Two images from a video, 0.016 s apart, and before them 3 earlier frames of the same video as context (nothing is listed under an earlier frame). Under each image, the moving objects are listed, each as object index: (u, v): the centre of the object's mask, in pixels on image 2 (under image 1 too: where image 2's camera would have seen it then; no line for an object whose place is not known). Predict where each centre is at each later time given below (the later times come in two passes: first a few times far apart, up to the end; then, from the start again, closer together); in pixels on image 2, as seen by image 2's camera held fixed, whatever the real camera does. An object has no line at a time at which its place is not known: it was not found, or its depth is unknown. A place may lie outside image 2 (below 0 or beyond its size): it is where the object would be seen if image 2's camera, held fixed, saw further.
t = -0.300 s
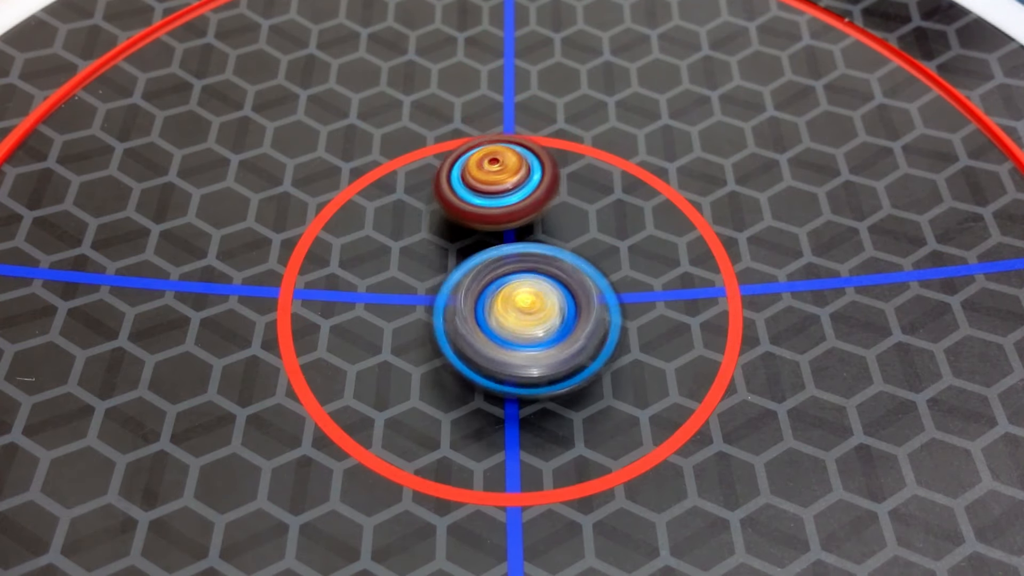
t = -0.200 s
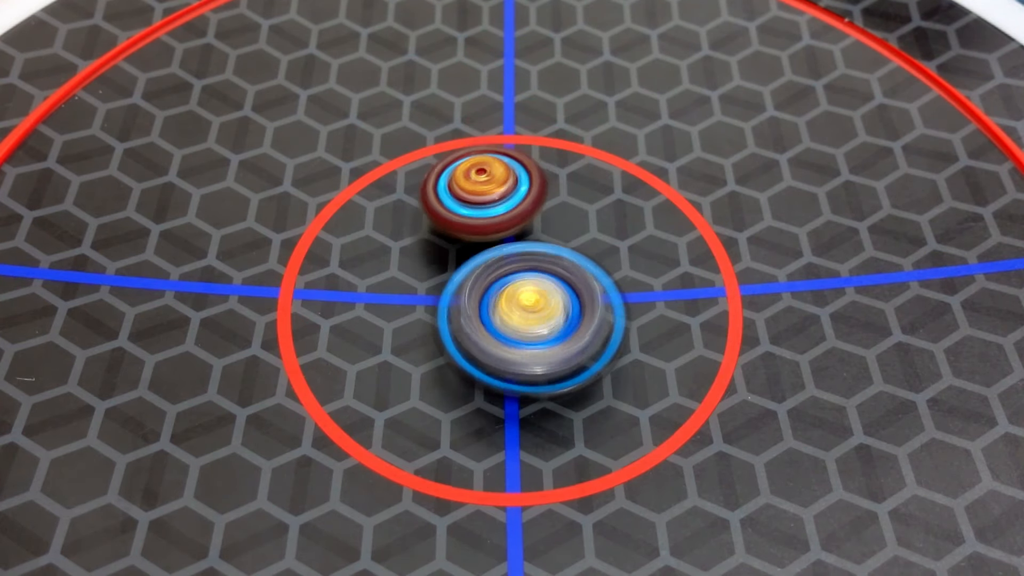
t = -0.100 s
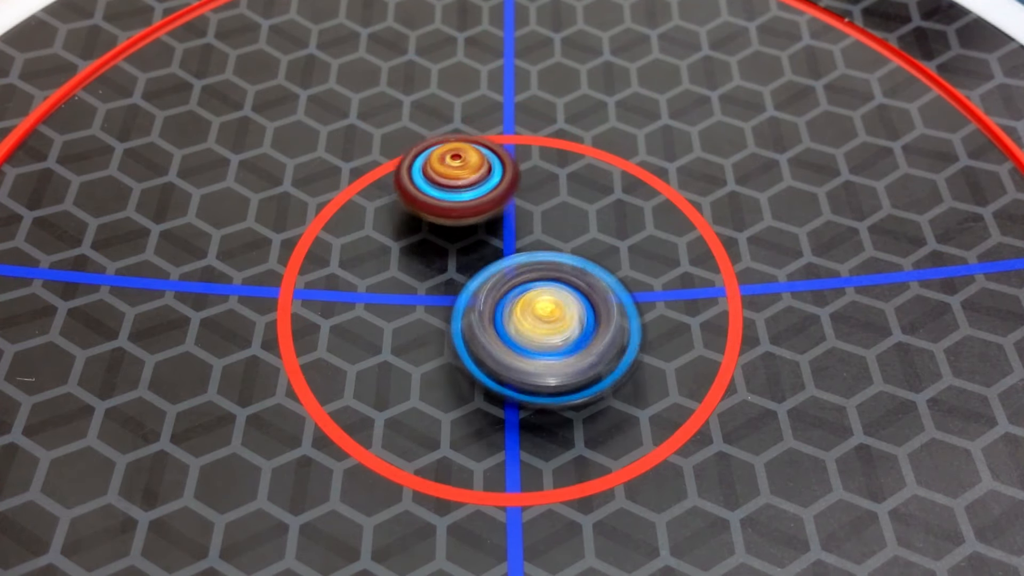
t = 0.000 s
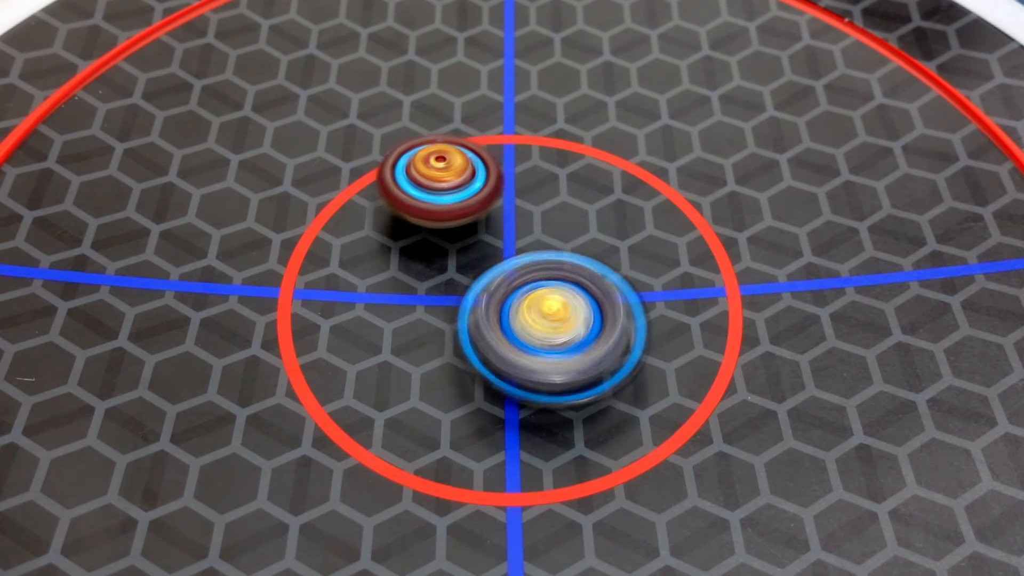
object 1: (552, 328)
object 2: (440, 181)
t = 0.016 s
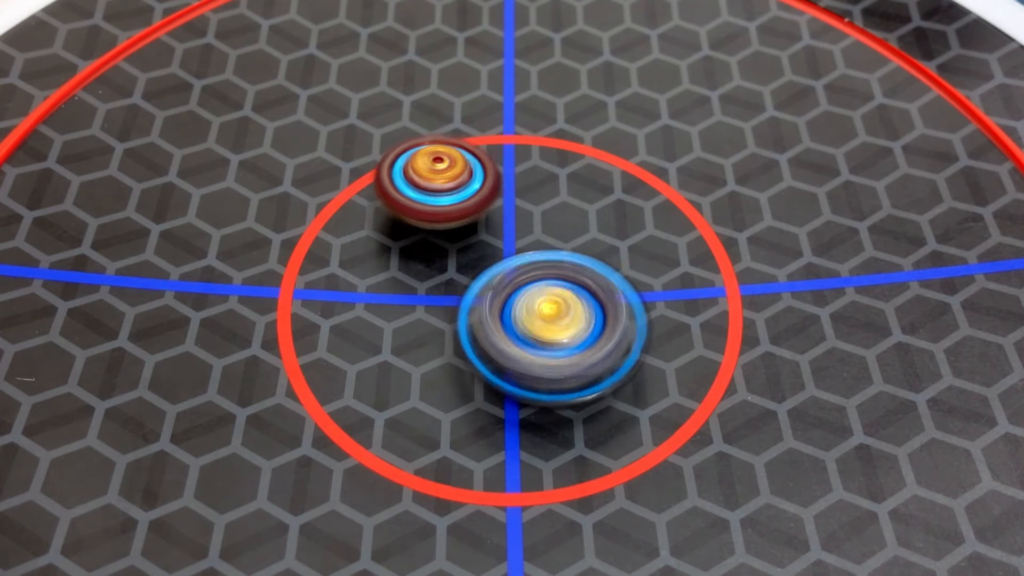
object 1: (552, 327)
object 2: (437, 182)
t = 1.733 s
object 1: (562, 305)
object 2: (451, 178)
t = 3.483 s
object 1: (564, 284)
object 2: (431, 195)
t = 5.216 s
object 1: (560, 283)
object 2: (383, 266)
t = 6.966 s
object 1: (580, 286)
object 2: (386, 269)
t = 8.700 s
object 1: (556, 258)
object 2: (408, 325)
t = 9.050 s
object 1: (590, 259)
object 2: (400, 309)
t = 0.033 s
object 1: (552, 326)
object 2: (436, 183)
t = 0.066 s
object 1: (552, 324)
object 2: (433, 184)
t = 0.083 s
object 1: (551, 323)
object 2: (431, 186)
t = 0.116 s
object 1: (551, 320)
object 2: (429, 187)
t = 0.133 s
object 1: (550, 319)
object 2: (429, 188)
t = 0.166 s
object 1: (549, 317)
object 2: (427, 190)
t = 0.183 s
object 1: (548, 316)
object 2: (427, 190)
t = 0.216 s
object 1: (547, 313)
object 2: (426, 192)
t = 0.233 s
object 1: (547, 312)
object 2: (426, 192)
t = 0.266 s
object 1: (546, 309)
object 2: (426, 192)
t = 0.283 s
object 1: (545, 308)
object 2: (426, 193)
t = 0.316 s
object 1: (544, 306)
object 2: (426, 193)
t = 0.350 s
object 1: (543, 304)
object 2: (426, 194)
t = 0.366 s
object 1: (543, 303)
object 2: (427, 194)
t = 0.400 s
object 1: (541, 301)
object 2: (428, 194)
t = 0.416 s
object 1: (541, 299)
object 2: (428, 194)
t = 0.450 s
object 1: (539, 298)
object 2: (430, 194)
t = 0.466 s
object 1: (540, 297)
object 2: (431, 194)
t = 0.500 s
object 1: (538, 295)
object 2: (432, 194)
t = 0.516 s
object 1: (539, 294)
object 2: (433, 194)
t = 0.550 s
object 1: (539, 293)
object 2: (431, 192)
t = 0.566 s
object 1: (542, 294)
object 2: (428, 189)
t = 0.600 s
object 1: (546, 294)
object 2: (421, 185)
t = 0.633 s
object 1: (548, 294)
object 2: (418, 183)
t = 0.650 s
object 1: (549, 293)
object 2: (417, 183)
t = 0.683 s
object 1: (550, 293)
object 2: (417, 182)
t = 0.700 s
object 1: (551, 292)
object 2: (417, 181)
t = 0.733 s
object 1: (552, 290)
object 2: (417, 181)
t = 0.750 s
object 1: (552, 288)
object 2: (417, 181)
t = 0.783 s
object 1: (552, 287)
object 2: (419, 181)
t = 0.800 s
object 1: (551, 286)
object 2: (420, 181)
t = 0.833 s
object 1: (550, 284)
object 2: (422, 181)
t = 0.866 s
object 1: (548, 282)
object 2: (425, 182)
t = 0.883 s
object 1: (548, 282)
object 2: (427, 182)
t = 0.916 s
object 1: (545, 279)
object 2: (430, 183)
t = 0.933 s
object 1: (545, 279)
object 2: (432, 183)
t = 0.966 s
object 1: (549, 280)
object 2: (429, 179)
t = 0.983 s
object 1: (552, 283)
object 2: (425, 176)
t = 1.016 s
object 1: (557, 285)
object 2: (420, 170)
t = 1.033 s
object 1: (558, 287)
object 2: (420, 169)
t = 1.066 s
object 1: (562, 287)
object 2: (419, 168)
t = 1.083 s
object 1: (562, 288)
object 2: (420, 168)
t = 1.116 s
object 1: (563, 288)
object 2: (421, 168)
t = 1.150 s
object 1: (563, 288)
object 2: (424, 170)
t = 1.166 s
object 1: (563, 287)
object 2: (425, 170)
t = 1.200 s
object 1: (562, 287)
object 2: (428, 171)
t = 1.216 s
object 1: (562, 285)
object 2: (431, 172)
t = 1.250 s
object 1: (560, 285)
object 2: (433, 173)
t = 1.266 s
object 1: (560, 284)
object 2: (434, 175)
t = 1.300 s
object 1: (557, 283)
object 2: (438, 177)
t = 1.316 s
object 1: (557, 283)
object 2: (440, 177)
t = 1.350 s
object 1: (554, 283)
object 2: (442, 176)
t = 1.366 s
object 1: (555, 285)
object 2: (442, 176)
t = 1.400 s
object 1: (555, 287)
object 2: (444, 174)
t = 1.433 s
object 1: (554, 289)
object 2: (447, 173)
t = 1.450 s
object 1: (554, 288)
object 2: (448, 174)
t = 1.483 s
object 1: (555, 291)
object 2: (450, 174)
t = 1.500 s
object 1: (556, 292)
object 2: (450, 173)
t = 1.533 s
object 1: (558, 295)
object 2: (450, 171)
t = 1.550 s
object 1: (559, 296)
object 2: (450, 172)
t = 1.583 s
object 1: (559, 298)
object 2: (451, 173)
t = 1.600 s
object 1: (560, 298)
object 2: (451, 174)
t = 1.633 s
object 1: (559, 299)
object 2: (453, 177)
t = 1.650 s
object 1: (559, 299)
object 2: (455, 178)
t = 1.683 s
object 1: (557, 299)
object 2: (457, 182)
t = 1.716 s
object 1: (561, 302)
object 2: (453, 180)
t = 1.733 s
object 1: (562, 305)
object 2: (451, 178)
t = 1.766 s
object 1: (566, 308)
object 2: (447, 176)
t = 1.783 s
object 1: (566, 309)
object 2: (447, 177)
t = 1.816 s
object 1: (568, 311)
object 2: (447, 178)
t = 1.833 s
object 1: (568, 311)
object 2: (447, 179)
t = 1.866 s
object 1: (568, 312)
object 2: (447, 180)
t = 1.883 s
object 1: (568, 311)
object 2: (448, 181)
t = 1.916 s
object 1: (568, 311)
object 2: (448, 182)
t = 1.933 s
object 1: (567, 310)
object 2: (448, 183)
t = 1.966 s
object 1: (565, 310)
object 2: (449, 185)
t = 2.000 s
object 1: (562, 308)
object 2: (449, 187)
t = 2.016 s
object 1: (561, 308)
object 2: (449, 189)
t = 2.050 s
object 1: (558, 306)
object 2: (450, 191)
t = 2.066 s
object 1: (557, 307)
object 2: (450, 192)
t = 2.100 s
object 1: (555, 305)
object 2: (450, 194)
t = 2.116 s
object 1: (553, 305)
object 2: (451, 195)
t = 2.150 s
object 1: (552, 304)
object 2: (450, 197)
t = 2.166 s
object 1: (552, 305)
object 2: (448, 197)
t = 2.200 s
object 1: (553, 307)
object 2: (446, 196)
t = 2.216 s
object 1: (553, 307)
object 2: (445, 195)
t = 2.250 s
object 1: (554, 309)
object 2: (444, 197)
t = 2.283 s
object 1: (554, 309)
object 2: (443, 198)
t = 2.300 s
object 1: (554, 309)
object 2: (443, 199)
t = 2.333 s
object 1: (554, 308)
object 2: (443, 200)
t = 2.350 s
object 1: (554, 308)
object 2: (442, 201)
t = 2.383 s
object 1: (554, 306)
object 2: (442, 202)
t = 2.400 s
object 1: (552, 306)
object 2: (441, 203)
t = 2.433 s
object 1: (551, 304)
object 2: (441, 205)
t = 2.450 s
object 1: (550, 304)
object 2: (441, 205)
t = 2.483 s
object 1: (551, 304)
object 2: (440, 205)
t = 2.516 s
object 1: (550, 305)
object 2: (439, 206)
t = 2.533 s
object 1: (551, 304)
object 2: (439, 207)
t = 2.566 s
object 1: (554, 307)
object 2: (435, 205)
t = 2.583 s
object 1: (557, 309)
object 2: (432, 204)
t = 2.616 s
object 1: (560, 309)
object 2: (430, 203)
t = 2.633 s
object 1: (560, 310)
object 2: (429, 202)
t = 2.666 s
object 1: (563, 308)
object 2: (427, 202)
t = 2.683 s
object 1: (563, 308)
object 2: (428, 202)
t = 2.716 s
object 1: (564, 307)
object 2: (426, 201)
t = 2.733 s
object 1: (564, 305)
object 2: (426, 202)
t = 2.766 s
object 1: (564, 304)
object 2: (426, 202)
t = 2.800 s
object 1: (562, 302)
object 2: (426, 202)
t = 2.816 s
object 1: (562, 301)
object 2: (426, 202)
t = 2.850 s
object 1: (559, 299)
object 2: (427, 202)
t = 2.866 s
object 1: (559, 299)
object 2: (427, 202)
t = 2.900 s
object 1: (558, 296)
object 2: (428, 202)
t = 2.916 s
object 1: (556, 296)
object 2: (429, 203)
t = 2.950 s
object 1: (555, 294)
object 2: (430, 203)
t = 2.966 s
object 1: (554, 293)
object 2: (431, 203)
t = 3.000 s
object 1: (553, 292)
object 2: (433, 203)
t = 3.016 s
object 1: (552, 292)
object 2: (432, 203)
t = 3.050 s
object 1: (555, 293)
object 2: (430, 201)
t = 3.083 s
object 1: (555, 294)
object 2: (429, 200)
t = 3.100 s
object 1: (557, 295)
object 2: (429, 200)
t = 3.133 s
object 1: (557, 294)
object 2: (429, 199)
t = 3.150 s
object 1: (557, 295)
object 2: (430, 199)
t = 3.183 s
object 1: (558, 293)
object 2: (430, 199)
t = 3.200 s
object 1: (557, 293)
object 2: (431, 199)
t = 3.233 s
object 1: (558, 291)
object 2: (432, 198)
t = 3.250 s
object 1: (558, 291)
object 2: (432, 198)
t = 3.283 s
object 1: (559, 290)
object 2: (433, 197)
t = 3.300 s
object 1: (559, 289)
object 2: (433, 197)
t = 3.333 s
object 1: (560, 288)
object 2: (434, 197)
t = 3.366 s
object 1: (560, 287)
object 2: (433, 196)
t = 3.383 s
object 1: (562, 288)
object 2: (433, 196)
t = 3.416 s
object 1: (563, 285)
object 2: (432, 196)
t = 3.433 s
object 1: (562, 286)
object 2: (432, 196)
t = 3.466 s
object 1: (563, 285)
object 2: (432, 197)
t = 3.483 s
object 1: (564, 284)
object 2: (431, 195)
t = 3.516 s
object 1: (566, 284)
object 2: (429, 194)
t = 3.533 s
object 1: (567, 283)
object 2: (429, 194)
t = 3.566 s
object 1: (567, 284)
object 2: (429, 193)
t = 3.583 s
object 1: (567, 283)
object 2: (430, 193)
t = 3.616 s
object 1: (565, 282)
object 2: (431, 193)
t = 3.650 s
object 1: (565, 282)
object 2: (432, 192)
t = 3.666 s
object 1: (564, 282)
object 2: (432, 191)
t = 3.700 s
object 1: (563, 283)
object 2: (433, 192)
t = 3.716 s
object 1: (562, 282)
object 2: (434, 192)
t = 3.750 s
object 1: (561, 283)
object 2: (435, 192)
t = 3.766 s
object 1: (561, 283)
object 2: (434, 192)
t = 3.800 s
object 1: (571, 288)
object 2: (424, 187)
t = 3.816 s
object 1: (578, 291)
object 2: (413, 181)
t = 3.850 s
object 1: (590, 297)
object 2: (396, 172)
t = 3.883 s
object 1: (600, 301)
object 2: (387, 166)
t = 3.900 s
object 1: (603, 302)
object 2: (382, 164)
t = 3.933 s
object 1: (609, 305)
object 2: (379, 162)
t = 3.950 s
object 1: (610, 306)
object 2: (378, 162)
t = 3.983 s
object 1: (611, 308)
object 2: (378, 162)
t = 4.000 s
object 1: (612, 308)
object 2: (379, 162)
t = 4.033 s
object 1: (611, 309)
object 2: (379, 163)
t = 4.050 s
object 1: (611, 309)
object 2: (380, 163)
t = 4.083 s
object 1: (610, 309)
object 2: (381, 163)
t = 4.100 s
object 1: (608, 309)
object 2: (381, 164)
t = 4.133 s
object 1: (606, 309)
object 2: (383, 165)
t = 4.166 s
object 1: (603, 309)
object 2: (386, 166)
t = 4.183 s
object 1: (603, 309)
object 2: (386, 167)
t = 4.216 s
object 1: (599, 308)
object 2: (389, 169)
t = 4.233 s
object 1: (598, 309)
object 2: (391, 169)
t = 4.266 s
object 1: (595, 308)
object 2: (392, 171)
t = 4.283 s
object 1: (593, 308)
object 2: (395, 173)
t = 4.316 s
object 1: (591, 308)
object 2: (398, 176)
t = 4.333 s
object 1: (590, 307)
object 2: (400, 177)
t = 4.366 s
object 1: (587, 308)
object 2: (403, 179)
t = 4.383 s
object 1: (586, 307)
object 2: (403, 182)
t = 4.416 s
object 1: (582, 306)
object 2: (407, 185)
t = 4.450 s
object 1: (580, 306)
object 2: (410, 189)
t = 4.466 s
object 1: (579, 306)
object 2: (411, 191)
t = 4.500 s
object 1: (578, 306)
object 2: (415, 194)
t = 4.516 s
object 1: (576, 305)
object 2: (416, 196)
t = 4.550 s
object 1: (573, 305)
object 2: (419, 201)
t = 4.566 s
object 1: (573, 304)
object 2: (421, 203)
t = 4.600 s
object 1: (570, 303)
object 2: (423, 207)
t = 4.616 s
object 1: (569, 304)
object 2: (424, 210)
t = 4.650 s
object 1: (567, 303)
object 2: (427, 214)
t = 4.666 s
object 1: (566, 303)
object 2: (427, 217)
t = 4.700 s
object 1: (564, 302)
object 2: (429, 222)
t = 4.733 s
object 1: (562, 302)
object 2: (430, 227)
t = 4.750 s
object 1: (562, 302)
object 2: (429, 229)
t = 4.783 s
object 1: (563, 301)
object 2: (427, 233)
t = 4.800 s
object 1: (563, 301)
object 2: (426, 234)
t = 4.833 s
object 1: (565, 301)
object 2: (422, 237)
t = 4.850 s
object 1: (565, 300)
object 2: (421, 239)
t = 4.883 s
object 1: (566, 301)
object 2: (419, 243)
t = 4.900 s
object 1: (565, 300)
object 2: (418, 245)
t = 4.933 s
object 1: (564, 299)
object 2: (416, 248)
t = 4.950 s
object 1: (564, 299)
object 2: (414, 250)
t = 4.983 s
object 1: (565, 297)
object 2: (409, 254)
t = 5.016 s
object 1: (568, 297)
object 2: (402, 256)
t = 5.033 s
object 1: (568, 295)
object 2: (399, 257)
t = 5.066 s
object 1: (569, 293)
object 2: (396, 260)
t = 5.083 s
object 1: (569, 292)
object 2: (395, 261)
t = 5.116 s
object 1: (568, 289)
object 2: (391, 263)
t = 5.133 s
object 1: (566, 288)
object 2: (390, 263)
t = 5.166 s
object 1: (564, 285)
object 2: (387, 264)
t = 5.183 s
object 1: (563, 284)
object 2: (385, 265)
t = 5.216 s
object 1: (560, 283)
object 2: (383, 266)
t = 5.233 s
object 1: (558, 282)
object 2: (382, 266)
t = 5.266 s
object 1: (555, 280)
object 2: (381, 267)
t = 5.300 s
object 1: (552, 279)
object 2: (379, 266)
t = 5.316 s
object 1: (550, 278)
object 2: (378, 267)
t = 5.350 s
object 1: (548, 278)
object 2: (378, 267)
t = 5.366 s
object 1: (546, 277)
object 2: (377, 266)
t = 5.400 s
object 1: (543, 277)
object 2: (377, 266)
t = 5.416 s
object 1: (542, 276)
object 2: (378, 266)
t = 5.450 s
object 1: (541, 276)
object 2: (375, 263)
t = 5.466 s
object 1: (544, 275)
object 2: (369, 263)
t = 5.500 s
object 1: (554, 277)
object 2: (351, 259)
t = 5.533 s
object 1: (562, 278)
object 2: (337, 255)
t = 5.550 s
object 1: (566, 278)
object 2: (332, 254)
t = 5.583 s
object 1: (571, 278)
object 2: (328, 251)
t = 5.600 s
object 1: (573, 279)
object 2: (326, 250)
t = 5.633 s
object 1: (576, 279)
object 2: (325, 249)
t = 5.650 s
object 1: (576, 279)
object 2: (325, 248)
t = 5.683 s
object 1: (577, 280)
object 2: (327, 246)
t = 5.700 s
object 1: (576, 280)
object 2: (328, 245)
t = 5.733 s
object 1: (575, 281)
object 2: (330, 243)
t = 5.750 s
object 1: (575, 281)
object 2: (332, 242)
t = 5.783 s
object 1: (573, 281)
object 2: (336, 240)
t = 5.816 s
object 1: (572, 282)
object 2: (342, 239)
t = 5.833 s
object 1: (570, 281)
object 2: (344, 237)
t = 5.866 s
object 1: (567, 283)
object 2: (350, 237)
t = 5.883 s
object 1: (566, 282)
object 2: (354, 235)
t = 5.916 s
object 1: (562, 282)
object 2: (360, 235)
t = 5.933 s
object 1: (561, 283)
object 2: (364, 234)
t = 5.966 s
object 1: (559, 283)
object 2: (372, 234)
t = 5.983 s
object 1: (556, 284)
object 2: (375, 234)
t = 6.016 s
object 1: (554, 285)
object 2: (384, 234)
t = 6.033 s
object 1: (553, 285)
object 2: (389, 235)
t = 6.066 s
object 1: (556, 288)
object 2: (388, 233)
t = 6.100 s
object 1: (562, 288)
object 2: (377, 229)
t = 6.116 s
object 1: (566, 289)
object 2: (372, 228)
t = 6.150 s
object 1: (572, 290)
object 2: (363, 226)
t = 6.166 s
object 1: (574, 292)
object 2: (361, 225)
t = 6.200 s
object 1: (577, 292)
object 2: (358, 225)
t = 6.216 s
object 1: (578, 291)
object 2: (359, 225)
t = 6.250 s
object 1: (579, 291)
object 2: (361, 226)
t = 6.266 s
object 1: (578, 292)
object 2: (363, 227)
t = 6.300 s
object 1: (578, 291)
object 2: (367, 229)
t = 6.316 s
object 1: (578, 290)
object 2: (370, 231)
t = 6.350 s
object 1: (576, 291)
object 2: (374, 234)
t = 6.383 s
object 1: (574, 290)
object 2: (379, 236)
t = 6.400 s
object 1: (572, 291)
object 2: (383, 238)
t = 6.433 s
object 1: (571, 291)
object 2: (388, 241)
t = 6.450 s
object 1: (569, 290)
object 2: (391, 242)
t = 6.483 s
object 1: (568, 291)
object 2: (396, 245)
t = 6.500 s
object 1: (566, 291)
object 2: (399, 247)
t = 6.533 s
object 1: (564, 292)
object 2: (404, 249)
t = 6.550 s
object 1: (563, 292)
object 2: (407, 251)
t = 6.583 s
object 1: (564, 292)
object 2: (408, 253)
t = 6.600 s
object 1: (569, 292)
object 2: (401, 254)
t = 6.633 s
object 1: (579, 292)
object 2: (389, 255)
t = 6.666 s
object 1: (585, 292)
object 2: (381, 256)
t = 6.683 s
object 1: (588, 292)
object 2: (379, 256)
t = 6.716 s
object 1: (591, 291)
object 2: (376, 259)
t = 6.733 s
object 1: (592, 290)
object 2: (376, 260)
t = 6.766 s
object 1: (592, 289)
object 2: (376, 262)
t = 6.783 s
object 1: (592, 288)
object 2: (376, 262)
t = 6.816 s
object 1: (590, 287)
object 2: (377, 265)
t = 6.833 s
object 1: (590, 288)
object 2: (378, 265)
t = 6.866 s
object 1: (588, 286)
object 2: (380, 267)
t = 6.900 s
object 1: (585, 286)
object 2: (381, 268)
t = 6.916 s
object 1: (585, 285)
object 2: (383, 269)
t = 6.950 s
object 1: (582, 285)
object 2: (384, 269)
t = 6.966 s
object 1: (580, 286)
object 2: (386, 269)
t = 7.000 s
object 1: (578, 286)
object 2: (388, 269)
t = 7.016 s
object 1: (578, 286)
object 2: (389, 270)
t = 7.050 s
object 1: (576, 287)
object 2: (391, 270)
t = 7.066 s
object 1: (575, 286)
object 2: (393, 271)
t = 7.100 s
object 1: (573, 286)
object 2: (395, 271)
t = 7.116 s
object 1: (572, 287)
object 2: (396, 271)
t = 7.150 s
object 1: (570, 285)
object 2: (399, 271)
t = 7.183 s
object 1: (568, 285)
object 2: (401, 272)
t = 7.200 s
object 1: (568, 285)
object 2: (403, 272)
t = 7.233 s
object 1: (567, 284)
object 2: (405, 273)
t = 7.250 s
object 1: (566, 284)
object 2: (408, 273)
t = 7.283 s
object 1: (571, 282)
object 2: (397, 274)
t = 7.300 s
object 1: (574, 281)
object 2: (393, 273)
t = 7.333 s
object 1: (576, 280)
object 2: (386, 274)
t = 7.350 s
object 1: (577, 279)
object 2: (385, 274)
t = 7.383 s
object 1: (578, 277)
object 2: (384, 276)
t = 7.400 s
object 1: (577, 276)
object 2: (385, 276)
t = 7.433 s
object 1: (577, 275)
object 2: (388, 277)
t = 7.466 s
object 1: (576, 272)
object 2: (392, 280)
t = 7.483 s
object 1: (575, 273)
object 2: (395, 280)
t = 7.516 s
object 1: (573, 271)
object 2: (400, 282)
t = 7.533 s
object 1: (572, 270)
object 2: (403, 281)
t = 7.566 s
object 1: (569, 270)
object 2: (409, 284)
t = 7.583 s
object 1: (568, 269)
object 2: (412, 284)
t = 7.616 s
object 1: (570, 266)
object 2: (406, 289)
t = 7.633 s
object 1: (571, 266)
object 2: (405, 289)
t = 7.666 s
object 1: (572, 264)
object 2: (402, 291)
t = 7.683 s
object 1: (573, 263)
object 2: (403, 292)
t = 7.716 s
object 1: (572, 262)
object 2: (405, 293)
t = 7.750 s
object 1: (571, 261)
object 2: (410, 295)
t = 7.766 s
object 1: (570, 259)
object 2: (411, 295)
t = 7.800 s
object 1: (568, 260)
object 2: (417, 296)
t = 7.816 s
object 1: (568, 258)
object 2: (418, 296)
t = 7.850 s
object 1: (572, 253)
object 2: (409, 305)
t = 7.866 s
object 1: (574, 252)
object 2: (406, 307)
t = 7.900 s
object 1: (577, 248)
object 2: (401, 311)
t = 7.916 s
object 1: (577, 248)
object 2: (399, 312)
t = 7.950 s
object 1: (575, 247)
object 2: (398, 315)
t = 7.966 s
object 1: (576, 246)
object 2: (399, 314)
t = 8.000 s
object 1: (574, 245)
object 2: (400, 316)
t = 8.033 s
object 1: (571, 246)
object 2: (403, 316)
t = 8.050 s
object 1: (571, 245)
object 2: (402, 317)
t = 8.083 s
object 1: (569, 245)
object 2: (405, 318)
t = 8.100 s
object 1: (566, 246)
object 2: (405, 317)
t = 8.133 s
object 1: (565, 247)
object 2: (407, 319)
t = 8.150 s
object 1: (563, 248)
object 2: (409, 318)
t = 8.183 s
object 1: (560, 249)
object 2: (410, 318)
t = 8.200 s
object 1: (560, 251)
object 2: (412, 318)
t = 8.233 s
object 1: (558, 251)
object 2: (414, 318)
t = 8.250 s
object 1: (557, 252)
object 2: (415, 317)
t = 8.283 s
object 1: (555, 254)
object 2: (416, 318)
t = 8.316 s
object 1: (554, 255)
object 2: (419, 317)
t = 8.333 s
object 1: (555, 254)
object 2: (416, 318)
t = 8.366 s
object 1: (558, 253)
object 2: (413, 322)
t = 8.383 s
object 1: (559, 252)
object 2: (410, 324)
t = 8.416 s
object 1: (561, 251)
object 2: (407, 327)
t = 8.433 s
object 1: (562, 250)
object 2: (406, 327)
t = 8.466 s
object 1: (563, 250)
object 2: (405, 328)
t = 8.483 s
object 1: (564, 251)
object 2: (404, 329)
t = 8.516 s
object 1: (562, 251)
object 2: (405, 328)
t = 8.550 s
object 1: (562, 252)
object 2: (403, 329)
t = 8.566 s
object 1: (562, 252)
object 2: (404, 329)
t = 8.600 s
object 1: (560, 253)
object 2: (404, 328)
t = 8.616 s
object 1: (560, 254)
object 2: (405, 328)
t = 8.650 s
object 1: (558, 255)
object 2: (406, 327)
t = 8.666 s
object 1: (557, 255)
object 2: (406, 326)
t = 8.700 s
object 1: (556, 258)
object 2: (408, 325)
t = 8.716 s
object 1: (555, 258)
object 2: (408, 325)
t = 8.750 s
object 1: (554, 259)
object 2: (407, 324)
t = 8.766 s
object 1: (558, 258)
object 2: (401, 324)
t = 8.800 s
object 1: (566, 257)
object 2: (388, 324)
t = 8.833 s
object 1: (573, 257)
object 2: (383, 322)
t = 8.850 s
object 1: (575, 257)
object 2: (382, 321)
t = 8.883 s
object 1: (579, 257)
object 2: (383, 319)
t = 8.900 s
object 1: (581, 258)
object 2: (385, 318)
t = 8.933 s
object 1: (584, 258)
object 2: (387, 317)
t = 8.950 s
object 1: (586, 259)
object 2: (389, 315)
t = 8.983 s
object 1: (588, 259)
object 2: (392, 313)
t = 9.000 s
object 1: (588, 259)
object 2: (393, 313)
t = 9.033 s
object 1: (590, 259)
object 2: (397, 310)
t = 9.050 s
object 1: (590, 259)
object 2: (400, 309)
